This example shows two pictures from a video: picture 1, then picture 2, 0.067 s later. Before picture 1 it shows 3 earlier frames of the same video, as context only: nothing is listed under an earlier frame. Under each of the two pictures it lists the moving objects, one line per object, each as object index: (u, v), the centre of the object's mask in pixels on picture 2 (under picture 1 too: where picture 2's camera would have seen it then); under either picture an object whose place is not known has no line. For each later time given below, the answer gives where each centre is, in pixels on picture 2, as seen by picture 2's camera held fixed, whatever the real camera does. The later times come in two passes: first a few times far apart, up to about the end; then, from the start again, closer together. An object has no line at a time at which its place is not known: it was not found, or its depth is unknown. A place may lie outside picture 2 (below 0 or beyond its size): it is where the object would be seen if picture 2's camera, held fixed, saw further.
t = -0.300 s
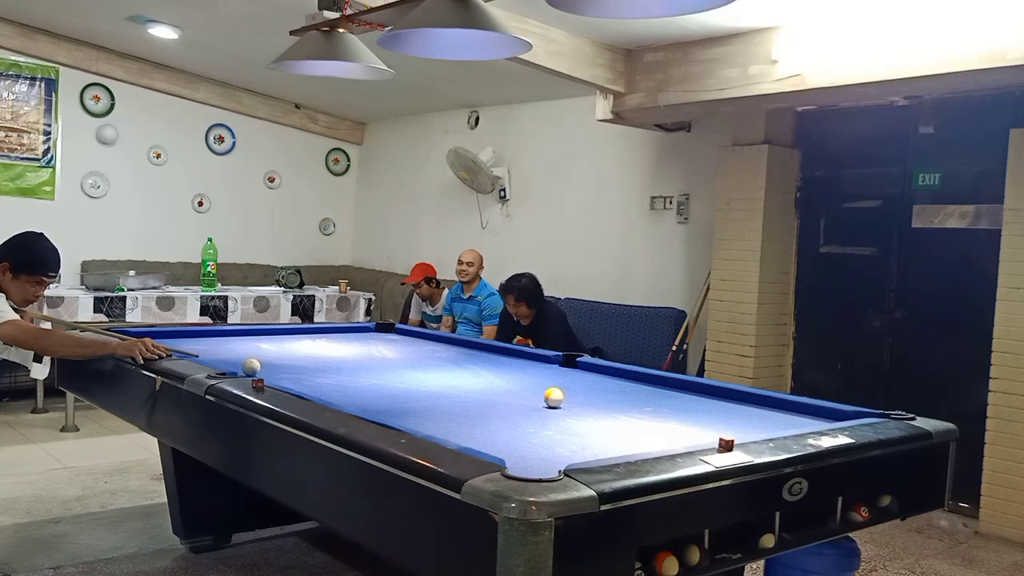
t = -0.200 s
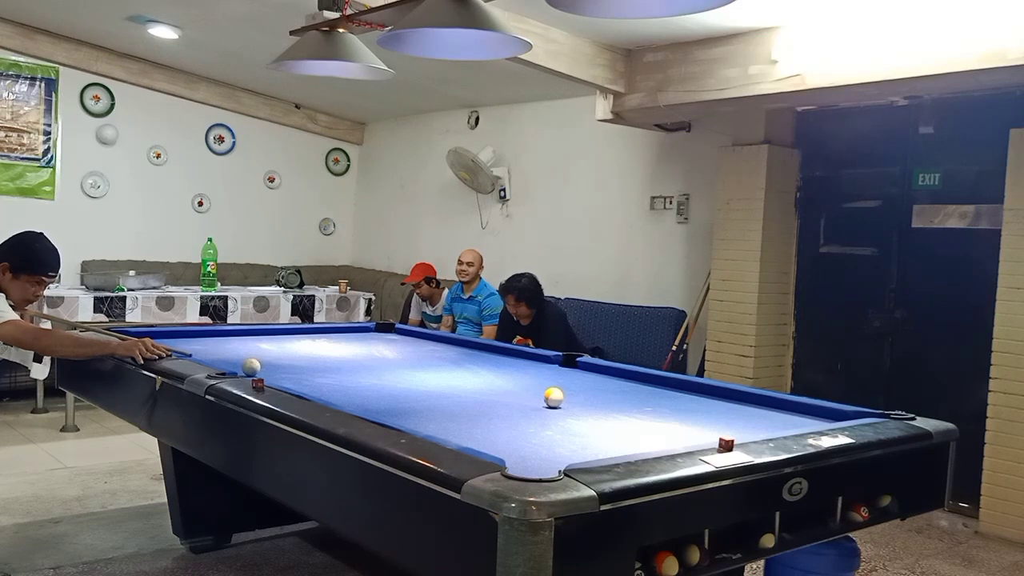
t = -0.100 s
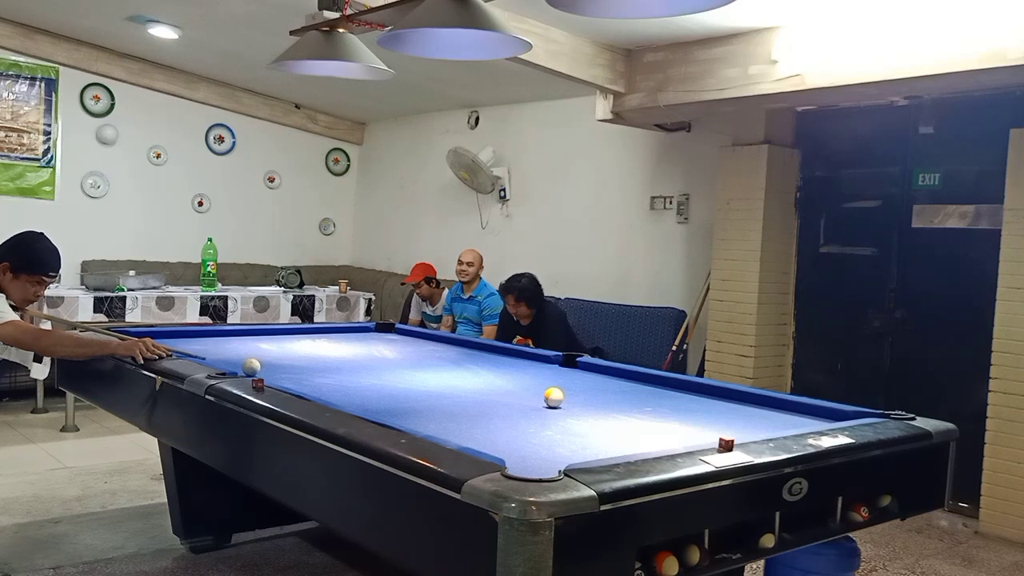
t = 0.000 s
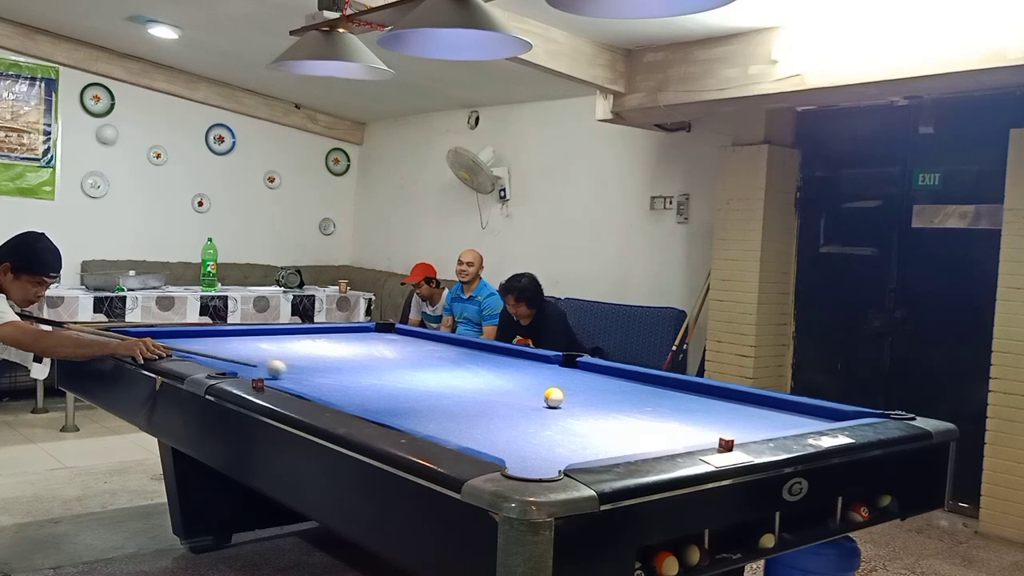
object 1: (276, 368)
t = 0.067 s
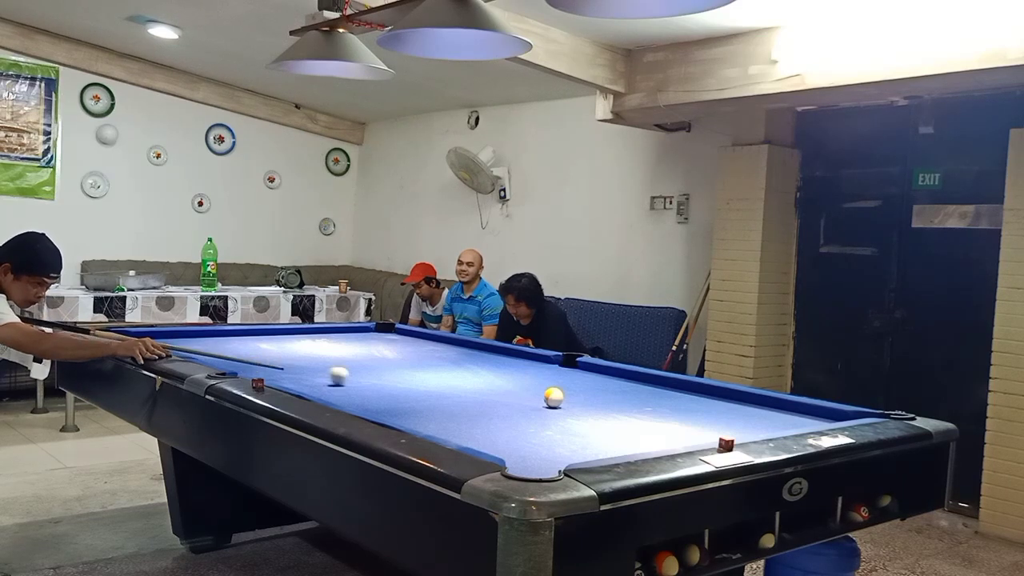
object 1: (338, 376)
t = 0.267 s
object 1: (520, 394)
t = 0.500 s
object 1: (559, 405)
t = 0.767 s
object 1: (627, 419)
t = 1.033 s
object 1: (703, 433)
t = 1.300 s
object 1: (697, 432)
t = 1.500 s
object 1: (670, 424)
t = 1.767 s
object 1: (638, 415)
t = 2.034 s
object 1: (611, 407)
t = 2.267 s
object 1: (589, 400)
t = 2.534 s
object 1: (568, 394)
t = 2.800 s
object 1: (549, 388)
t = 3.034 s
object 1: (535, 384)
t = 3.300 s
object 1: (520, 380)
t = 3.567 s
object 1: (507, 375)
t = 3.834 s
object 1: (497, 372)
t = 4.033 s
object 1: (490, 369)
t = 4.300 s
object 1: (482, 367)
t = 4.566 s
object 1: (476, 364)
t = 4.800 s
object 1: (471, 362)
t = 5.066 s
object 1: (467, 360)
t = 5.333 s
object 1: (463, 358)
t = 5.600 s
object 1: (461, 357)
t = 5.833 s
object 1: (458, 356)
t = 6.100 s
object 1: (456, 355)
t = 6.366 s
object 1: (454, 354)
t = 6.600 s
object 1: (453, 354)
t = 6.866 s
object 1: (452, 353)
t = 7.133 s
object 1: (452, 353)
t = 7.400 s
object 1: (452, 353)
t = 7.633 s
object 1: (452, 353)
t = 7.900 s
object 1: (452, 353)
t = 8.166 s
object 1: (452, 353)
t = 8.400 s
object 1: (452, 353)
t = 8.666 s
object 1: (452, 353)
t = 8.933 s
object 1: (452, 353)
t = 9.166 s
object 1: (452, 353)
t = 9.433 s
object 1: (452, 353)
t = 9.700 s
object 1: (452, 353)
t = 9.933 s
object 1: (452, 353)
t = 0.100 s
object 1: (369, 379)
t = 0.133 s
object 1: (400, 382)
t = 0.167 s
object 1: (430, 386)
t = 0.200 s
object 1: (461, 389)
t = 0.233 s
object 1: (491, 391)
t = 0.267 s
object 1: (520, 394)
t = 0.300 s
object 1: (534, 396)
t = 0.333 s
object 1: (535, 398)
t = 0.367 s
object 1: (537, 399)
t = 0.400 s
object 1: (541, 400)
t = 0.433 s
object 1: (546, 402)
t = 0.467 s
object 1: (552, 403)
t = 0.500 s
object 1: (559, 405)
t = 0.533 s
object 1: (567, 406)
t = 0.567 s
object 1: (575, 408)
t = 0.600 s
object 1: (583, 410)
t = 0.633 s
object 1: (592, 412)
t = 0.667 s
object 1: (601, 413)
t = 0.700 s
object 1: (609, 415)
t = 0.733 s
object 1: (618, 417)
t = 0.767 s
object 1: (627, 419)
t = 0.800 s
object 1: (636, 421)
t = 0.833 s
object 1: (645, 423)
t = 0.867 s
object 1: (654, 425)
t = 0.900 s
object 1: (664, 427)
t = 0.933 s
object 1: (673, 429)
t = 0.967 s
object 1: (683, 431)
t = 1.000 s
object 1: (693, 433)
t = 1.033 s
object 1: (703, 433)
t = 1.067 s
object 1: (712, 433)
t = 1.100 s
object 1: (723, 433)
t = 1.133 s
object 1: (724, 433)
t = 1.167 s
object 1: (716, 433)
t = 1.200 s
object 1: (712, 433)
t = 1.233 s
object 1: (707, 433)
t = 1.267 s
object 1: (702, 432)
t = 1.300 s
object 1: (697, 432)
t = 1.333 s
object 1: (693, 431)
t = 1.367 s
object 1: (688, 430)
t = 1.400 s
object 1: (683, 428)
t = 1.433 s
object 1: (679, 427)
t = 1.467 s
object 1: (674, 426)
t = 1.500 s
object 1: (670, 424)
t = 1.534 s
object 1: (666, 423)
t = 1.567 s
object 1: (662, 422)
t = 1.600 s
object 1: (658, 421)
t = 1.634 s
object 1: (653, 419)
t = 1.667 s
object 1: (650, 418)
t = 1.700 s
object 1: (646, 417)
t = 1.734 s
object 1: (642, 416)
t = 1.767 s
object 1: (638, 415)
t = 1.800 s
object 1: (635, 414)
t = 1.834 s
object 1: (631, 413)
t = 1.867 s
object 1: (628, 412)
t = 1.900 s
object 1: (624, 411)
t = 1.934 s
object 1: (621, 410)
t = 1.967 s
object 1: (618, 409)
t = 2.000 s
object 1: (614, 408)
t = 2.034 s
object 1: (611, 407)
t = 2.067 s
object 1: (608, 406)
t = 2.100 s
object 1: (604, 405)
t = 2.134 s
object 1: (601, 404)
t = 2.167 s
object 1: (598, 403)
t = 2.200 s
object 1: (595, 402)
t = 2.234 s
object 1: (592, 401)
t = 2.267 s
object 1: (589, 400)
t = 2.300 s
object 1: (587, 399)
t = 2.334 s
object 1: (584, 398)
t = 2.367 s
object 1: (581, 398)
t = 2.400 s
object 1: (578, 397)
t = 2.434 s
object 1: (576, 396)
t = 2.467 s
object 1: (573, 395)
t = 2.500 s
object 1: (571, 395)
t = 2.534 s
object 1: (568, 394)
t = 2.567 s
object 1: (565, 393)
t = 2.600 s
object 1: (563, 393)
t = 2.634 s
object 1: (561, 392)
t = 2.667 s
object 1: (558, 391)
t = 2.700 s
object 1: (556, 391)
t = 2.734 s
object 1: (554, 390)
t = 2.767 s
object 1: (552, 389)
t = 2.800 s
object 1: (549, 388)
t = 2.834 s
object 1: (547, 388)
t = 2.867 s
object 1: (545, 387)
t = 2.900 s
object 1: (543, 386)
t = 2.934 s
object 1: (541, 386)
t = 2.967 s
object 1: (539, 385)
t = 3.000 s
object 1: (537, 385)
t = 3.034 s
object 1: (535, 384)
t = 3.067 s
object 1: (533, 384)
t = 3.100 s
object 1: (531, 383)
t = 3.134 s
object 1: (529, 382)
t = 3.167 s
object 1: (527, 382)
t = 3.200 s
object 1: (525, 381)
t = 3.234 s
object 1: (523, 381)
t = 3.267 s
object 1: (522, 380)
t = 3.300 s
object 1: (520, 380)
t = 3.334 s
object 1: (519, 379)
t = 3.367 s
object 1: (517, 379)
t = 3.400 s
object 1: (515, 378)
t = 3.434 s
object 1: (513, 377)
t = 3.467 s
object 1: (512, 377)
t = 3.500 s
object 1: (510, 376)
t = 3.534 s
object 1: (509, 376)
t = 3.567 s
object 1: (507, 375)
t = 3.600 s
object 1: (506, 375)
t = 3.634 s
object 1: (505, 374)
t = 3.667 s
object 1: (503, 374)
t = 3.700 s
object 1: (502, 373)
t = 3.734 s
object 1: (500, 373)
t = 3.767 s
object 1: (499, 373)
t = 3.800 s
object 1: (498, 372)
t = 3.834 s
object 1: (497, 372)
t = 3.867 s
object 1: (496, 371)
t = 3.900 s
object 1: (495, 371)
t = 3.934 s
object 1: (493, 371)
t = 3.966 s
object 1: (492, 370)
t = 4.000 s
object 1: (491, 370)
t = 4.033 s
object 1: (490, 369)
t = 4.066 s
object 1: (489, 369)
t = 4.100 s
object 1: (488, 369)
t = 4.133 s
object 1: (487, 368)
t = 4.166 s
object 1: (486, 368)
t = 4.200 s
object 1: (485, 368)
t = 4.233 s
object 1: (484, 367)
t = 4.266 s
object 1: (483, 367)
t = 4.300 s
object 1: (482, 367)
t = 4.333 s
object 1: (482, 367)
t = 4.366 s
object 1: (481, 366)
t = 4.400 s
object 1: (480, 366)
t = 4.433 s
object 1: (479, 365)
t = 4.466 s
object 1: (478, 365)
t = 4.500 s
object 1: (478, 365)
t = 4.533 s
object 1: (477, 364)
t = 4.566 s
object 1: (476, 364)
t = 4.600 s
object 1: (475, 364)
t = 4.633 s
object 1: (475, 363)
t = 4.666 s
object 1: (474, 363)
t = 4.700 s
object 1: (473, 363)
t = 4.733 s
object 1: (473, 363)
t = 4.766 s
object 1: (472, 362)
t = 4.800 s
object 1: (471, 362)
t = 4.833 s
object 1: (471, 362)
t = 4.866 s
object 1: (470, 361)
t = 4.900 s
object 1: (469, 361)
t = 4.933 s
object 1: (469, 361)
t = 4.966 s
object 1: (468, 361)
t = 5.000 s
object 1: (468, 361)
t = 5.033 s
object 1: (467, 360)
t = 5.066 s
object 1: (467, 360)
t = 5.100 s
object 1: (466, 360)
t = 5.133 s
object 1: (466, 360)
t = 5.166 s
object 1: (465, 359)
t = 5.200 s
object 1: (465, 359)
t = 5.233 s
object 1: (465, 359)
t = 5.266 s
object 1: (464, 359)
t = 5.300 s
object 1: (464, 359)
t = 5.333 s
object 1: (463, 358)
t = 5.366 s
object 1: (463, 358)
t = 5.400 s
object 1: (463, 358)
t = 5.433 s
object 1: (462, 358)
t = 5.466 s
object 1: (462, 358)
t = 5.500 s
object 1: (462, 357)
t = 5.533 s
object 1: (461, 357)
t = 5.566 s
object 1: (461, 357)
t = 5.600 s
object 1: (461, 357)
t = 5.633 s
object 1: (460, 357)
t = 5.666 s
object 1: (460, 357)
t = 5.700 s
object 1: (460, 357)
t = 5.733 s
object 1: (459, 356)
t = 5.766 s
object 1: (459, 356)
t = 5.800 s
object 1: (458, 356)
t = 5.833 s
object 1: (458, 356)
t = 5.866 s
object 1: (458, 356)
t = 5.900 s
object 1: (458, 356)
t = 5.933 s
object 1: (457, 356)
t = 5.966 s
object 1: (457, 356)
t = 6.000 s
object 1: (457, 355)
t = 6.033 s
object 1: (456, 355)
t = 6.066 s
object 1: (456, 355)
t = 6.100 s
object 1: (456, 355)
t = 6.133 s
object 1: (456, 355)
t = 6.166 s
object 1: (455, 355)
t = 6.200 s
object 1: (455, 355)
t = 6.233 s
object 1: (455, 355)
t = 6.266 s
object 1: (455, 355)
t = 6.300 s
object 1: (455, 354)
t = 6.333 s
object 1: (454, 354)
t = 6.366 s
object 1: (454, 354)
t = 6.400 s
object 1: (454, 354)
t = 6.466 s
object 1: (454, 354)
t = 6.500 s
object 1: (453, 354)
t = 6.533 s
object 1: (453, 354)
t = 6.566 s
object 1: (453, 354)
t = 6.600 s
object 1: (453, 354)
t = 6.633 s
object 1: (453, 354)
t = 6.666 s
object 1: (453, 354)
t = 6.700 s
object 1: (453, 354)
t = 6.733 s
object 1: (453, 353)
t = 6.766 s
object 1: (453, 353)
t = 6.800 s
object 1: (453, 353)
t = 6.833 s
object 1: (453, 353)
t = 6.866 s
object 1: (452, 353)
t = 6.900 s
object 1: (452, 353)
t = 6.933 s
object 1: (452, 353)
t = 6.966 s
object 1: (452, 353)
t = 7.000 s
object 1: (452, 353)
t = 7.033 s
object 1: (452, 353)
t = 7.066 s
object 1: (452, 353)
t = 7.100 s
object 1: (452, 353)
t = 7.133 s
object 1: (452, 353)
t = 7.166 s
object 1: (452, 353)
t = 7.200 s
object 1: (452, 353)
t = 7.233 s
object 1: (452, 353)
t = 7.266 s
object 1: (452, 353)
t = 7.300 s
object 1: (452, 353)
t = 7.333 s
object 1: (452, 353)
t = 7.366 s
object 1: (452, 353)
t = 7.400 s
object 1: (452, 353)
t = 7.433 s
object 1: (452, 353)
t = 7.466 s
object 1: (452, 353)
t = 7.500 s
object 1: (452, 353)
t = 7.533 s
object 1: (452, 353)
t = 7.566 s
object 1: (452, 353)
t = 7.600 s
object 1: (452, 353)
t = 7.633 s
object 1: (452, 353)
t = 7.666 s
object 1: (452, 353)
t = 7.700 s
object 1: (452, 353)
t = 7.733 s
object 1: (452, 353)
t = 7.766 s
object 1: (452, 353)
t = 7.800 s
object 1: (452, 353)
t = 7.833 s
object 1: (452, 353)
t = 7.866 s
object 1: (452, 353)
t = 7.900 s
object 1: (452, 353)
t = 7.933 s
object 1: (452, 353)
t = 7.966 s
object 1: (452, 353)
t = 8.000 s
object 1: (452, 353)
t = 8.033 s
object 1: (452, 353)
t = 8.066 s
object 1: (452, 353)
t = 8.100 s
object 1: (452, 353)
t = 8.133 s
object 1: (452, 353)
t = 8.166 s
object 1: (452, 353)
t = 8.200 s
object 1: (452, 353)
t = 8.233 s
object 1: (452, 353)
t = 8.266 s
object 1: (452, 353)
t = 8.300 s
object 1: (452, 353)
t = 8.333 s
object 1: (452, 353)
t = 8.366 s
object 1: (452, 353)
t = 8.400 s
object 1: (452, 353)
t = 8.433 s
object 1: (452, 353)
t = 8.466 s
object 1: (452, 353)
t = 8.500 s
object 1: (452, 353)
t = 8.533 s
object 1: (452, 353)
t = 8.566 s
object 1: (452, 353)
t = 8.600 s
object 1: (452, 353)
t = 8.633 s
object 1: (452, 353)
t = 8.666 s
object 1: (452, 353)
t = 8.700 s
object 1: (452, 353)
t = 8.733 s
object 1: (452, 353)
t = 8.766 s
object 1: (452, 353)
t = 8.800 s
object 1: (452, 353)
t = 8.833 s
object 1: (452, 353)
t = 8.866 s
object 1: (452, 353)
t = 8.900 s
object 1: (452, 353)
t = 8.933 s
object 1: (452, 353)
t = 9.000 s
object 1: (452, 353)
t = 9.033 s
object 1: (452, 353)
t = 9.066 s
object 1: (452, 353)
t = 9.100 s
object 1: (452, 353)
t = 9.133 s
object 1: (452, 353)
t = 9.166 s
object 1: (452, 353)
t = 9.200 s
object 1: (452, 353)
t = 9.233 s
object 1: (452, 353)
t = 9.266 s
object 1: (452, 353)
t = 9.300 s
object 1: (452, 353)
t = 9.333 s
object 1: (452, 353)
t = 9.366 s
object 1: (452, 353)
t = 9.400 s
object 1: (452, 353)
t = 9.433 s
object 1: (452, 353)
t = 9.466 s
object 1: (452, 353)
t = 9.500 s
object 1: (452, 353)
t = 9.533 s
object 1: (452, 353)
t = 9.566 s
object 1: (452, 353)
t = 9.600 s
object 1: (452, 353)
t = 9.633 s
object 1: (452, 353)
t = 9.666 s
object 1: (452, 353)
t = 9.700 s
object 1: (452, 353)
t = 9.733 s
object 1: (452, 353)
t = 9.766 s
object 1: (452, 353)
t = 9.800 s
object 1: (452, 353)
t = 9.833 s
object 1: (452, 353)
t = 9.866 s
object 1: (452, 353)
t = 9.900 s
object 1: (452, 353)
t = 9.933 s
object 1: (452, 353)
